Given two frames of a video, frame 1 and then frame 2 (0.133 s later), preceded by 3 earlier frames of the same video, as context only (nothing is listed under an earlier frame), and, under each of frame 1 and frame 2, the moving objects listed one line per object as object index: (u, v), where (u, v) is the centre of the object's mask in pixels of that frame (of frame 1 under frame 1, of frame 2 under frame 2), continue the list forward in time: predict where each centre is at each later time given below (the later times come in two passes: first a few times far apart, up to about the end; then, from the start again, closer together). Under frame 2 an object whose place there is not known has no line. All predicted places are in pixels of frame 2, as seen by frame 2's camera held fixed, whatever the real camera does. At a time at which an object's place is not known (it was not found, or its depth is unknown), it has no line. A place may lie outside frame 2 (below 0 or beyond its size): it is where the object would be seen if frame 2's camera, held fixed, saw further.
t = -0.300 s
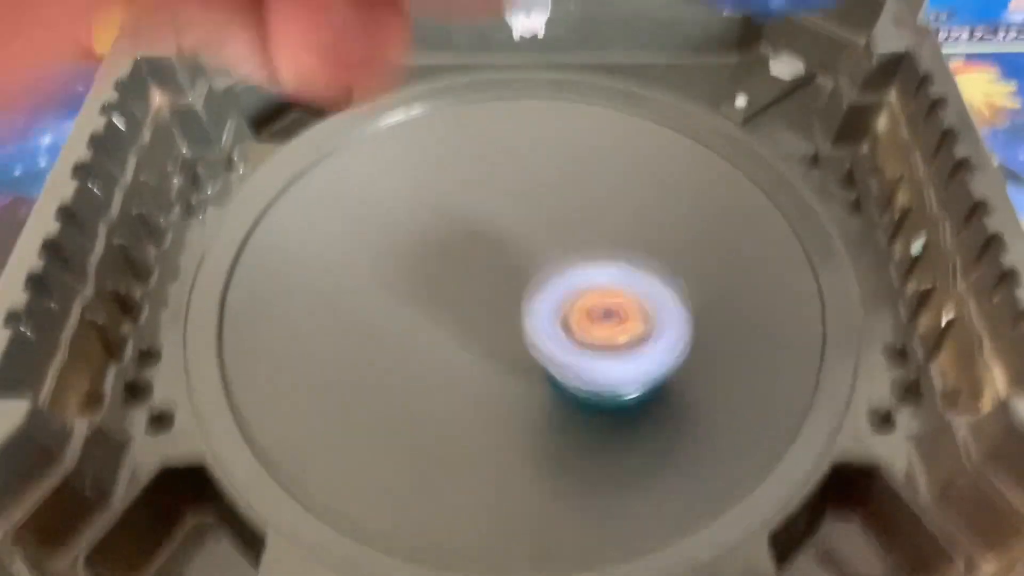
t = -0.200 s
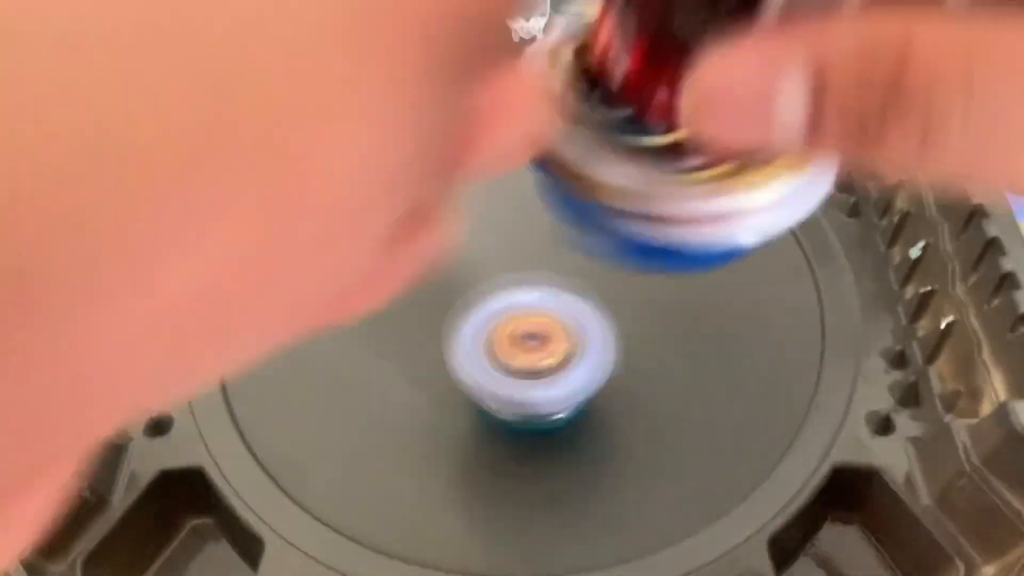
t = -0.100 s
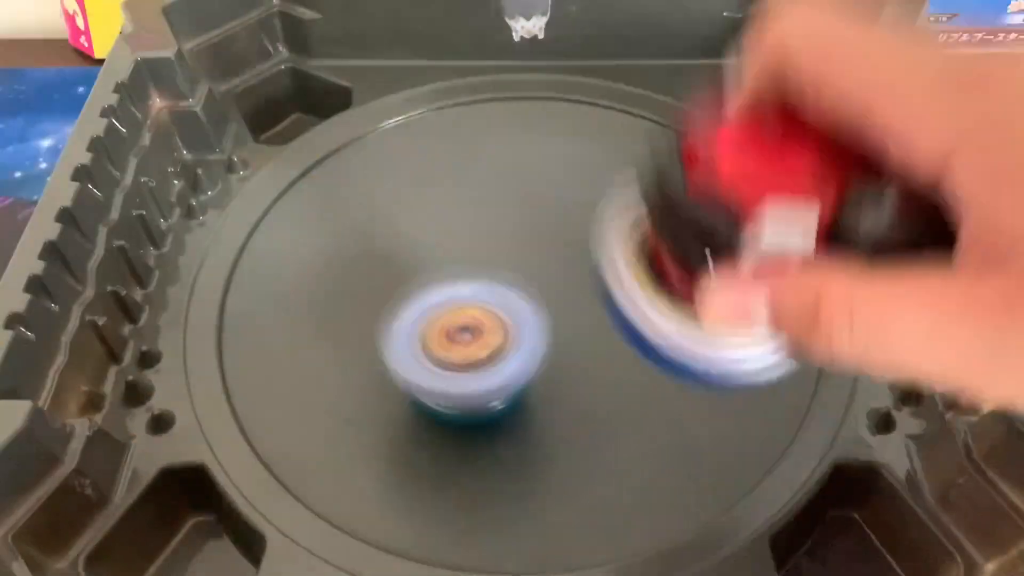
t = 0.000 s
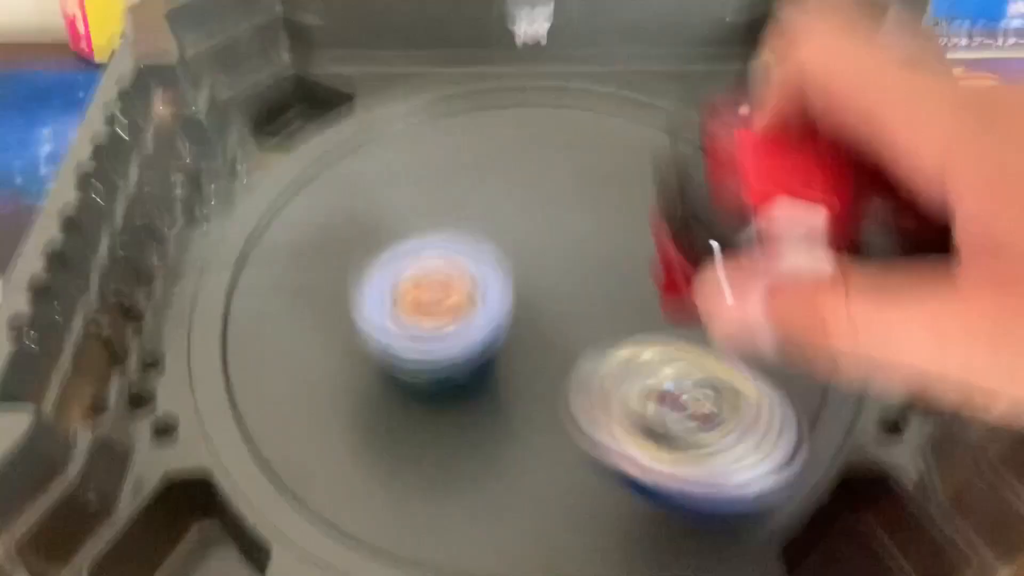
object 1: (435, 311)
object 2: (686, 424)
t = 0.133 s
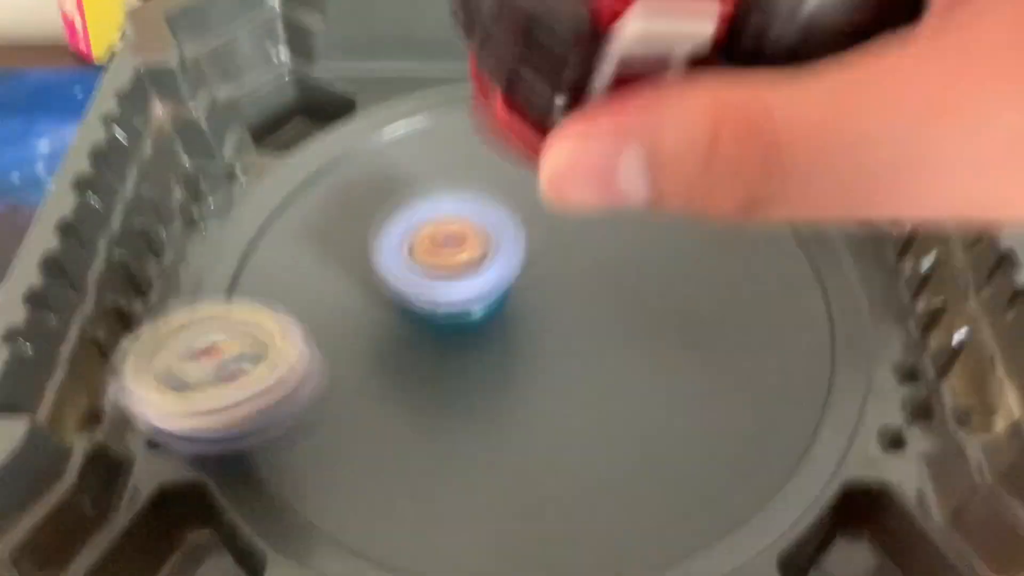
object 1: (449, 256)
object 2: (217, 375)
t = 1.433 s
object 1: (521, 121)
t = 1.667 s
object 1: (667, 54)
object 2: (699, 229)
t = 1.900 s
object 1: (815, 38)
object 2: (409, 201)
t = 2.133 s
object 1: (747, 98)
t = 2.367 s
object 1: (495, 260)
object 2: (651, 391)
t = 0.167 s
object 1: (462, 245)
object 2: (154, 315)
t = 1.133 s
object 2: (244, 301)
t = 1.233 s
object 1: (449, 360)
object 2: (256, 397)
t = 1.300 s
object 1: (455, 283)
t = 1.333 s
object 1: (468, 240)
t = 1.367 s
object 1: (483, 198)
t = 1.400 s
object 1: (501, 157)
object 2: (436, 511)
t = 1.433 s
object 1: (521, 121)
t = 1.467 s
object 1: (542, 87)
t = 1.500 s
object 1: (565, 57)
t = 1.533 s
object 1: (583, 48)
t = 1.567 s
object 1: (607, 49)
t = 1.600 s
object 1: (627, 49)
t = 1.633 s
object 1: (648, 49)
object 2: (705, 277)
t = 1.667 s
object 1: (667, 54)
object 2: (699, 229)
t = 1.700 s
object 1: (687, 61)
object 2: (683, 188)
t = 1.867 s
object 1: (807, 38)
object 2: (463, 199)
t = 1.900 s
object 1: (815, 38)
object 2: (409, 201)
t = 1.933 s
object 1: (801, 44)
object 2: (355, 206)
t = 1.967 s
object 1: (801, 51)
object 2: (302, 215)
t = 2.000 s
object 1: (803, 54)
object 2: (250, 230)
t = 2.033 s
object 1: (788, 70)
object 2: (225, 253)
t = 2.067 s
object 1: (775, 75)
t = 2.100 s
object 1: (762, 89)
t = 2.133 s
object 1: (747, 98)
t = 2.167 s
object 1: (727, 115)
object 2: (321, 401)
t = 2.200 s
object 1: (700, 144)
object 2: (370, 429)
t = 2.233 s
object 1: (671, 163)
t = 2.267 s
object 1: (633, 193)
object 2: (482, 445)
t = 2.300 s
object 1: (592, 215)
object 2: (544, 439)
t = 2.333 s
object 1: (543, 244)
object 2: (604, 420)
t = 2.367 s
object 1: (495, 260)
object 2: (651, 391)
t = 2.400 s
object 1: (444, 278)
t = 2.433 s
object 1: (395, 291)
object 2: (722, 325)
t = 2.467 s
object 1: (347, 302)
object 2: (741, 284)
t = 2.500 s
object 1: (302, 313)
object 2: (751, 241)
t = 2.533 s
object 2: (747, 202)
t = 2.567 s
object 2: (733, 164)
